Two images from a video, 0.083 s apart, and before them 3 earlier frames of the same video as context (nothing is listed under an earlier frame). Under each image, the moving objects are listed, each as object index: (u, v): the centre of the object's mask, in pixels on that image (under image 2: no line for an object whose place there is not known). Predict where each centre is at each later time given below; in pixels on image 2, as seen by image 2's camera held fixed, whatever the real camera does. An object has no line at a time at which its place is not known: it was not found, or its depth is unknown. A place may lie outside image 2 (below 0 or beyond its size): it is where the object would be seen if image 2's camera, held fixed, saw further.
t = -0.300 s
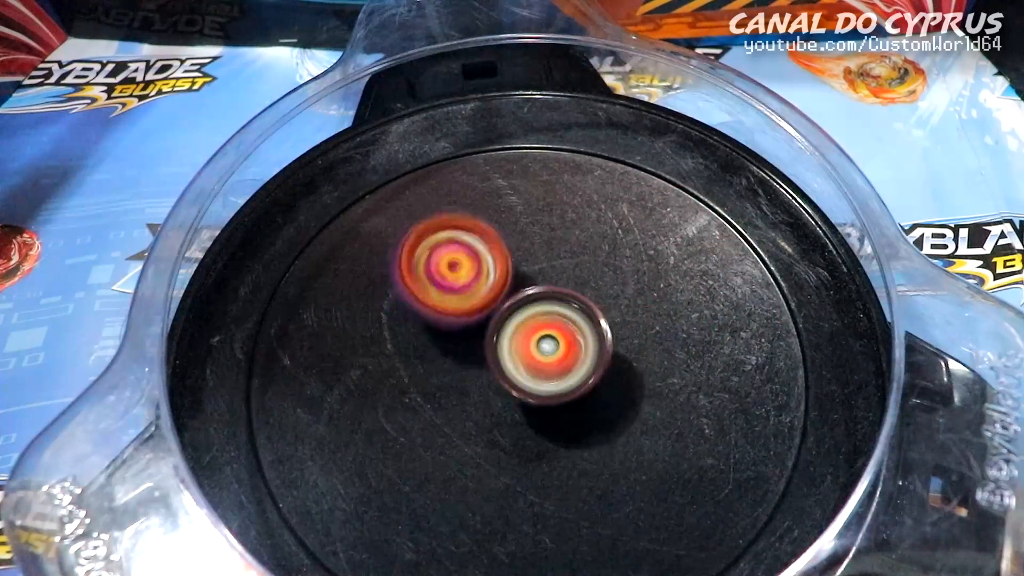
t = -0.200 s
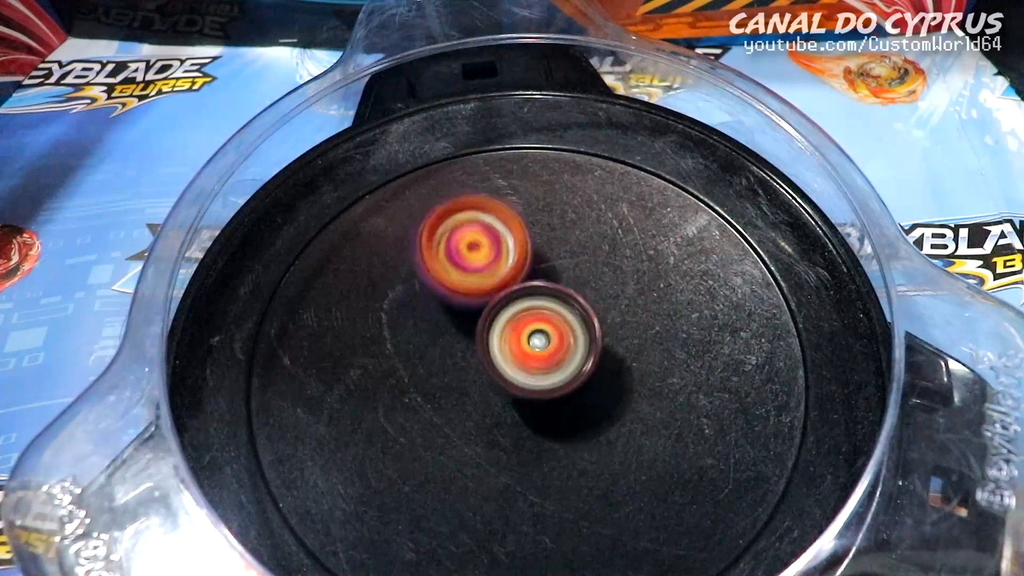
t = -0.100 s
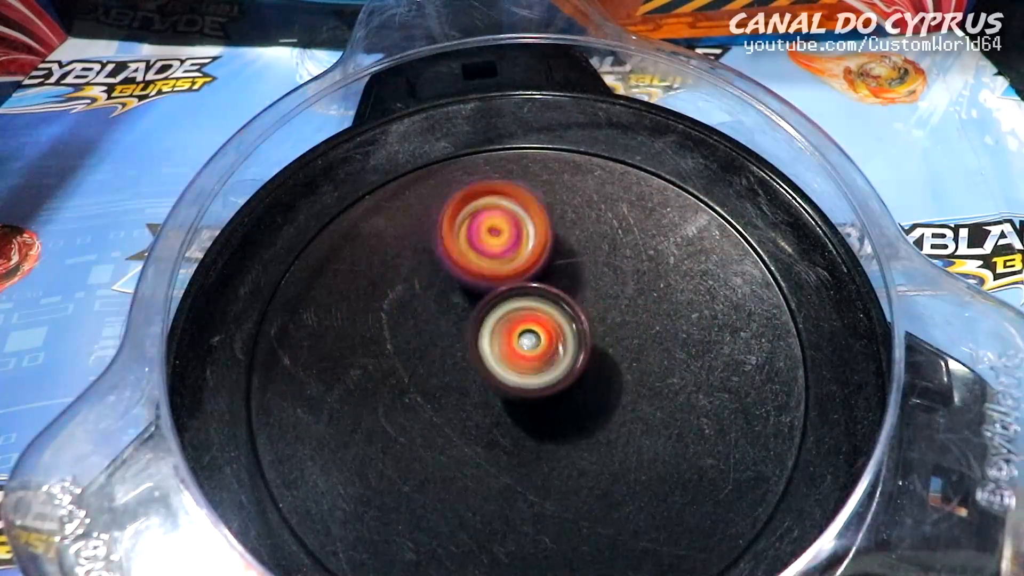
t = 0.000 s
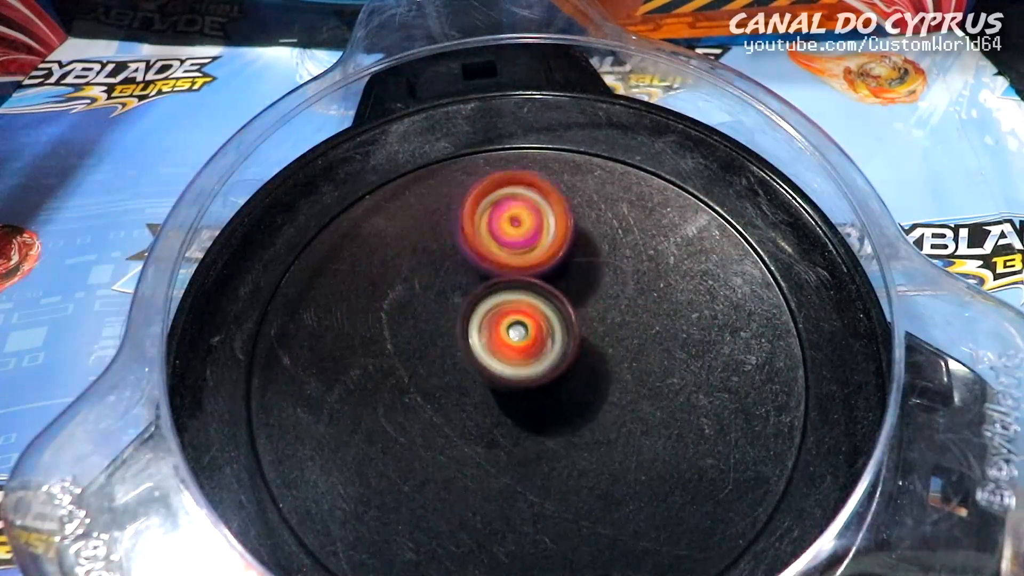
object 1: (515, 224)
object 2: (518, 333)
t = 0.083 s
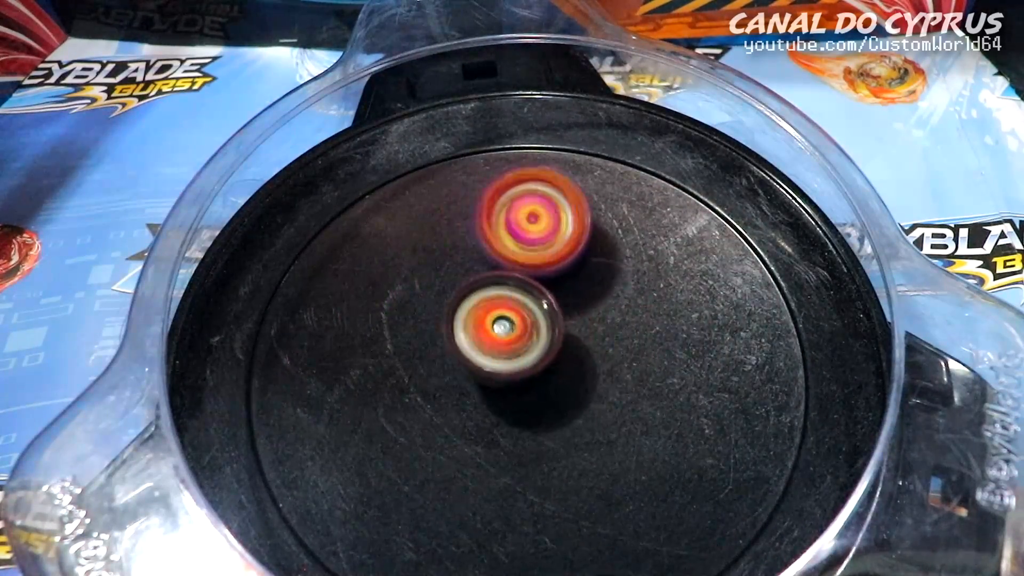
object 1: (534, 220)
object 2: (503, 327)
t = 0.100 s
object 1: (537, 220)
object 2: (500, 327)
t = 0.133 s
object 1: (544, 221)
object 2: (495, 327)
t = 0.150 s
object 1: (547, 222)
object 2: (491, 328)
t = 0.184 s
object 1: (554, 222)
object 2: (486, 329)
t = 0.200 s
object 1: (558, 222)
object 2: (483, 331)
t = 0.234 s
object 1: (565, 224)
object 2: (477, 334)
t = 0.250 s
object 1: (569, 225)
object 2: (475, 336)
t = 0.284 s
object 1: (575, 228)
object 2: (471, 341)
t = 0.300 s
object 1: (579, 228)
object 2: (470, 343)
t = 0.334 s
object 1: (585, 231)
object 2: (469, 347)
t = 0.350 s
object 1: (590, 233)
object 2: (468, 349)
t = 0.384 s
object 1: (596, 237)
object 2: (467, 353)
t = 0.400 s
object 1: (599, 239)
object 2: (467, 355)
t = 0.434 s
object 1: (605, 243)
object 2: (467, 358)
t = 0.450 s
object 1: (609, 245)
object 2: (468, 359)
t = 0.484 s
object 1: (614, 251)
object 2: (469, 362)
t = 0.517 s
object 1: (620, 256)
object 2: (470, 364)
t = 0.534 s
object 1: (623, 258)
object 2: (471, 366)
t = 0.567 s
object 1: (629, 264)
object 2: (472, 368)
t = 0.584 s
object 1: (631, 268)
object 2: (474, 369)
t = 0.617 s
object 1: (636, 273)
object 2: (476, 371)
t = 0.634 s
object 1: (639, 277)
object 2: (477, 372)
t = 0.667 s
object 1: (644, 283)
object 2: (480, 374)
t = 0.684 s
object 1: (646, 286)
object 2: (481, 374)
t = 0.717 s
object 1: (650, 294)
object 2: (485, 375)
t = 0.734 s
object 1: (652, 298)
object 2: (486, 375)
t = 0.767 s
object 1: (656, 306)
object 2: (490, 375)
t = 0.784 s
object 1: (657, 309)
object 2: (492, 373)
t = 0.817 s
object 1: (660, 317)
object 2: (496, 373)
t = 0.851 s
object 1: (664, 325)
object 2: (500, 373)
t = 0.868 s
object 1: (665, 329)
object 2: (503, 373)
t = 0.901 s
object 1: (667, 336)
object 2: (507, 372)
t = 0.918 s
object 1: (667, 341)
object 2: (508, 372)
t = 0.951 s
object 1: (669, 348)
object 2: (512, 371)
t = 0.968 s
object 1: (669, 352)
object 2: (514, 371)
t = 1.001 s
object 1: (669, 360)
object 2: (517, 370)
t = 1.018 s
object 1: (668, 365)
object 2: (519, 369)
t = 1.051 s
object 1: (668, 373)
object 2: (523, 368)
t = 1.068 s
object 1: (667, 377)
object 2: (524, 367)
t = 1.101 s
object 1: (665, 384)
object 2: (527, 366)
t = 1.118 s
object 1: (665, 389)
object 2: (527, 365)
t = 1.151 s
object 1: (664, 396)
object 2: (528, 363)
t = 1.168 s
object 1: (664, 400)
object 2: (529, 363)
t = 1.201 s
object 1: (662, 408)
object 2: (529, 360)
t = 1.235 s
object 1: (659, 417)
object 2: (528, 356)
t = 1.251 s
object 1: (657, 419)
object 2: (529, 355)
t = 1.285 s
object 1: (652, 428)
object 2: (529, 353)
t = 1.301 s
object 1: (650, 431)
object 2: (529, 351)
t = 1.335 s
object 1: (645, 437)
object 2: (530, 349)
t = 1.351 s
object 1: (643, 440)
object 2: (531, 347)
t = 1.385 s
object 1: (637, 447)
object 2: (533, 344)
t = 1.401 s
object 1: (634, 449)
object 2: (534, 342)
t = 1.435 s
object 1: (627, 454)
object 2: (535, 340)
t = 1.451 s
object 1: (623, 457)
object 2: (535, 338)
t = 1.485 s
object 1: (614, 461)
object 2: (537, 334)
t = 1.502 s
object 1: (610, 463)
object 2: (536, 333)
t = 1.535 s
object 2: (537, 330)
